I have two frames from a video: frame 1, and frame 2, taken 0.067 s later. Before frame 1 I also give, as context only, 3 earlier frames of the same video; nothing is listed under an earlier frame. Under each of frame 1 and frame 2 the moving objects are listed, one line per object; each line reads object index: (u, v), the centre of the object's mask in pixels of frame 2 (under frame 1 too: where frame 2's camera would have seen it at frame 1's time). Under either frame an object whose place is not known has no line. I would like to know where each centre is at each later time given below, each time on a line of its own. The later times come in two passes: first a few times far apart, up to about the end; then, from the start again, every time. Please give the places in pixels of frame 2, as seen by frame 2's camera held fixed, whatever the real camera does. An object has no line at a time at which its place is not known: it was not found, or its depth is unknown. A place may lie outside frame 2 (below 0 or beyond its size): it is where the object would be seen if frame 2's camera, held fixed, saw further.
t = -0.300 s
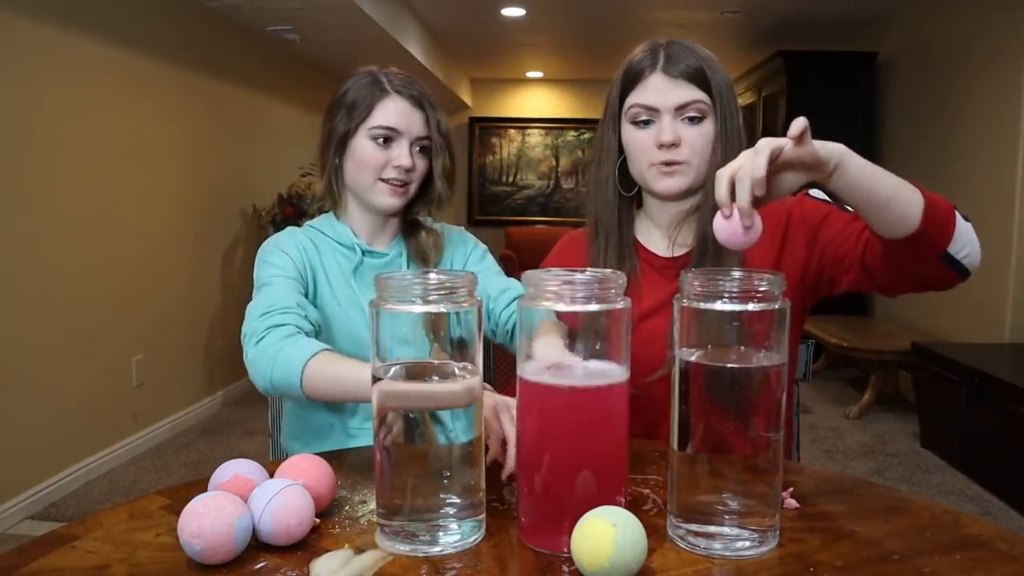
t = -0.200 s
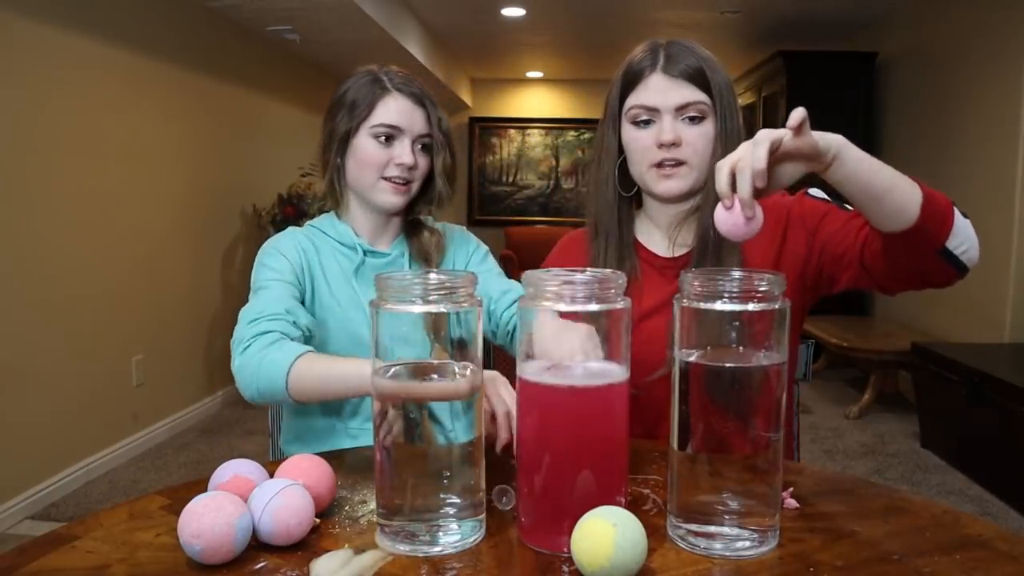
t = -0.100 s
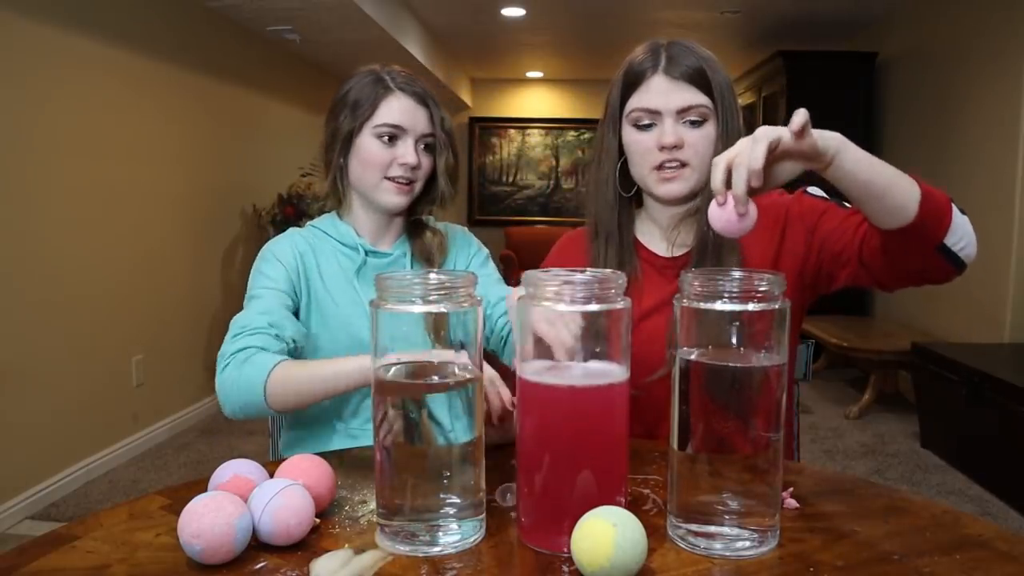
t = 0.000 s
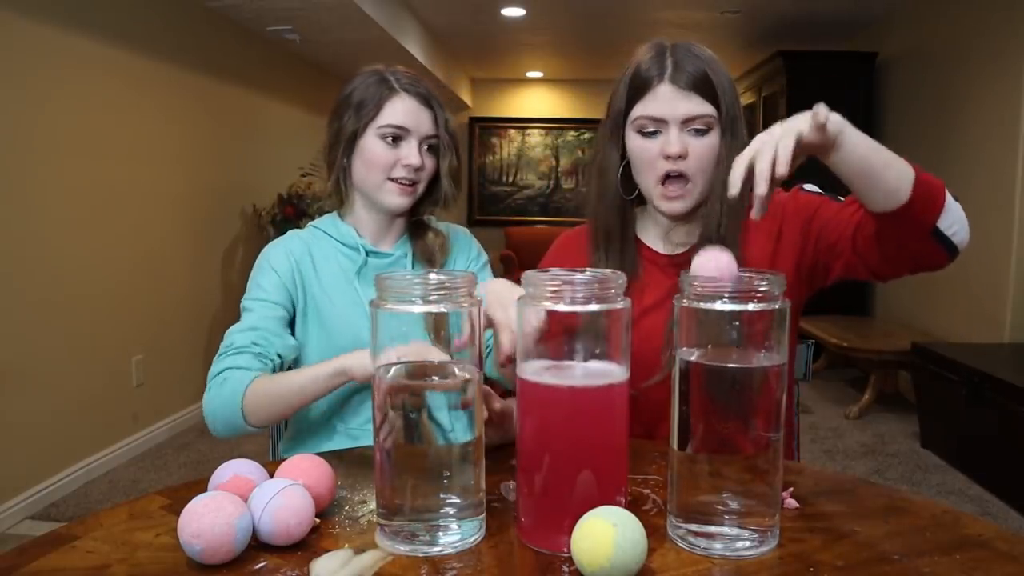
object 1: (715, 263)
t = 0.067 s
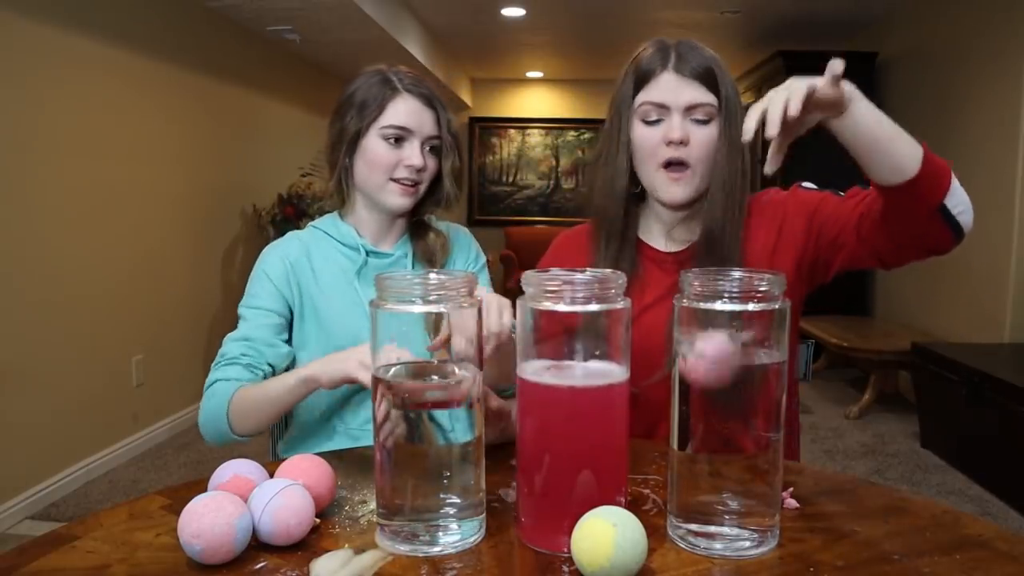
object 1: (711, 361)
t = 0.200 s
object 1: (700, 487)
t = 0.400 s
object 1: (688, 503)
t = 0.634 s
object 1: (689, 504)
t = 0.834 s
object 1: (688, 504)
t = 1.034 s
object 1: (688, 504)
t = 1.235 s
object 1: (688, 504)
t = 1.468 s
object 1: (688, 504)
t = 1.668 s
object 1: (688, 503)
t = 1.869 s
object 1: (688, 503)
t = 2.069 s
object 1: (689, 503)
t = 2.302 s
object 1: (689, 502)
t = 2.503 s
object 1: (689, 503)
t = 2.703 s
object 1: (689, 503)
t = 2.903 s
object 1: (689, 504)
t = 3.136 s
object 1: (689, 504)
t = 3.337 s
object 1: (689, 504)
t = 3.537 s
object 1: (689, 505)
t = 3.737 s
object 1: (689, 504)
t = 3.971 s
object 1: (689, 504)
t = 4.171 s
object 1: (689, 504)
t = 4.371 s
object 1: (689, 504)
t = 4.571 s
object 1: (689, 504)
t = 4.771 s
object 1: (689, 504)
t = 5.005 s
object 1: (689, 504)
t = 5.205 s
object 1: (689, 504)
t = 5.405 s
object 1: (689, 504)
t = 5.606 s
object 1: (689, 504)
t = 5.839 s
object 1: (689, 504)
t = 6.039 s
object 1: (690, 504)
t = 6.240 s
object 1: (689, 504)
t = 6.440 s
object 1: (689, 504)
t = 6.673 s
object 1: (689, 505)
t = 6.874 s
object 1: (688, 504)
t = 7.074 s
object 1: (688, 505)
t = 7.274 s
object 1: (689, 505)
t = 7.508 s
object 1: (689, 505)
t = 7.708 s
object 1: (689, 504)
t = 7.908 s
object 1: (689, 504)
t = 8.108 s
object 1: (690, 502)
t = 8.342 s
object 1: (689, 503)
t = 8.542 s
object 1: (689, 505)
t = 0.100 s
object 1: (708, 401)
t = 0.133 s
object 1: (708, 433)
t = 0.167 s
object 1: (704, 461)
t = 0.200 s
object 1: (700, 487)
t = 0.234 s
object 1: (698, 502)
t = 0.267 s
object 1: (699, 505)
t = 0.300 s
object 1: (693, 505)
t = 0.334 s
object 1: (690, 503)
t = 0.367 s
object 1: (688, 501)
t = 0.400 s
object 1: (688, 503)
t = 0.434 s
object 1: (688, 502)
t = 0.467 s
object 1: (688, 503)
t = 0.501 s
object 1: (689, 504)
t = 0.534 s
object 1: (688, 504)
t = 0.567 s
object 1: (688, 504)
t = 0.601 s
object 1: (689, 504)
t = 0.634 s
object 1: (689, 504)
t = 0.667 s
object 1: (689, 504)
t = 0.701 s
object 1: (689, 504)
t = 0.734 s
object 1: (689, 504)
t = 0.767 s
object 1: (689, 504)
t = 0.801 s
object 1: (688, 504)
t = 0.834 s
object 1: (688, 504)
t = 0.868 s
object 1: (688, 504)
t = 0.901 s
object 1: (688, 504)
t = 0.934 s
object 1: (688, 504)
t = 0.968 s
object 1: (688, 504)
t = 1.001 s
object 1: (688, 504)
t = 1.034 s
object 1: (688, 504)
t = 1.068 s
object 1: (688, 504)
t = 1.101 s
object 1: (688, 504)
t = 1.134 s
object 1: (688, 504)
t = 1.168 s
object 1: (688, 504)
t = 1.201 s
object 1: (688, 504)
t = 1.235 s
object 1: (688, 504)
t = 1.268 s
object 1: (688, 504)
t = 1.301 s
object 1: (688, 503)
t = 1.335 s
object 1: (688, 503)
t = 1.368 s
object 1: (688, 504)
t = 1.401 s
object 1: (688, 504)
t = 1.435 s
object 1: (688, 503)
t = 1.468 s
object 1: (688, 504)
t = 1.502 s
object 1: (688, 504)
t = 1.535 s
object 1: (688, 504)
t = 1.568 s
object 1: (688, 504)
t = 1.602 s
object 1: (688, 503)
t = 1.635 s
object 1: (688, 504)
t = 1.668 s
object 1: (688, 503)
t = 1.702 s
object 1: (688, 503)
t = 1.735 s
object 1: (688, 503)
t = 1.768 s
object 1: (688, 503)
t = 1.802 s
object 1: (688, 503)
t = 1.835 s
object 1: (688, 503)
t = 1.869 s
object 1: (688, 503)
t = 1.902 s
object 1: (688, 503)
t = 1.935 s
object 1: (688, 503)
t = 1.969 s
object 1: (689, 503)
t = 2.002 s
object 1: (689, 503)
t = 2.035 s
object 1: (689, 503)
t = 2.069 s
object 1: (689, 503)
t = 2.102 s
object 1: (689, 503)
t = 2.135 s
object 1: (689, 503)
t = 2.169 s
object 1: (689, 503)
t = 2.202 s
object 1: (689, 502)
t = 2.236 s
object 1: (689, 503)
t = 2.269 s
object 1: (689, 502)
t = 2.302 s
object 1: (689, 502)
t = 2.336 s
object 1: (689, 503)
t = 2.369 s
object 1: (689, 503)
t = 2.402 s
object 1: (689, 502)
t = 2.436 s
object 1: (689, 502)
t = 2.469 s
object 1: (689, 502)
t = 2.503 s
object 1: (689, 503)
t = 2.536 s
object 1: (689, 503)
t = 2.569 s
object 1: (689, 503)
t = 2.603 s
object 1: (689, 503)
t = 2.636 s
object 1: (689, 503)
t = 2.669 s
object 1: (689, 503)
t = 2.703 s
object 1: (689, 503)
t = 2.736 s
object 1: (689, 503)
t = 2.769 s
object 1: (689, 503)
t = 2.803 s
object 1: (689, 503)
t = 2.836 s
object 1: (689, 503)
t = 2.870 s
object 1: (689, 503)
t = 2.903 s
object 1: (689, 504)
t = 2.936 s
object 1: (689, 504)
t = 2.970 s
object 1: (689, 504)
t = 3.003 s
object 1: (689, 504)
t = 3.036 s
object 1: (689, 504)
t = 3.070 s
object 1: (689, 504)
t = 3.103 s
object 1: (689, 504)
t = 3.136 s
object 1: (689, 504)
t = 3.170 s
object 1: (689, 505)
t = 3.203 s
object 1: (689, 504)
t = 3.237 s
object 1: (689, 504)
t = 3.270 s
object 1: (689, 504)
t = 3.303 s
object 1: (689, 504)
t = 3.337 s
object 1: (689, 504)
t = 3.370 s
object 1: (689, 504)
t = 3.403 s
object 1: (689, 504)
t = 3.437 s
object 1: (689, 504)
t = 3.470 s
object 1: (689, 504)
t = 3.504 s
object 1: (689, 505)
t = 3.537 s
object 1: (689, 505)
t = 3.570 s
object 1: (689, 505)
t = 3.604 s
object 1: (689, 505)
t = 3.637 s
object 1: (689, 504)
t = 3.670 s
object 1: (689, 504)
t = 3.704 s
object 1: (689, 504)
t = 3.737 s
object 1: (689, 504)
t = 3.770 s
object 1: (689, 504)
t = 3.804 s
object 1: (689, 504)
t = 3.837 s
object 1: (689, 504)
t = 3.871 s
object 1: (689, 504)
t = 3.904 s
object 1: (689, 504)
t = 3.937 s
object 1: (689, 504)
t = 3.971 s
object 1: (689, 504)
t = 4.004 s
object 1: (689, 504)
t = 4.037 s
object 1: (689, 504)
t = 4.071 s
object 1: (689, 504)
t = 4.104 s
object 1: (689, 504)
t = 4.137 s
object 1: (689, 504)
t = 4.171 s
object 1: (689, 504)
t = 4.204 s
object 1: (689, 504)
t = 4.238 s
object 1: (689, 504)
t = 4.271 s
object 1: (689, 504)
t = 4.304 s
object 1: (689, 505)
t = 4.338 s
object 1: (689, 504)
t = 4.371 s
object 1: (689, 504)
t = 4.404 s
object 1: (689, 504)
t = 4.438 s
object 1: (689, 504)
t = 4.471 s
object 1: (689, 505)
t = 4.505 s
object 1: (689, 505)
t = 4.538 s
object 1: (689, 504)
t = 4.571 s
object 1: (689, 504)
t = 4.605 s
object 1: (689, 504)
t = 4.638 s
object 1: (689, 504)
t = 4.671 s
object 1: (689, 504)
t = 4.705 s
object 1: (689, 504)
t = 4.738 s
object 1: (689, 504)
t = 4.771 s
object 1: (689, 504)
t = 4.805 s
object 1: (689, 504)
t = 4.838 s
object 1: (689, 504)
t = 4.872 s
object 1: (689, 504)
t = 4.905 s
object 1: (689, 504)
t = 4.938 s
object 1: (689, 504)
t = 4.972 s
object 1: (689, 504)
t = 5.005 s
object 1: (689, 504)
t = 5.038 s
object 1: (689, 504)
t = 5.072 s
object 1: (689, 504)
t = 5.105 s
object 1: (689, 504)
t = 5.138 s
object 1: (689, 504)
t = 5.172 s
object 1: (689, 504)
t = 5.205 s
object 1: (689, 504)
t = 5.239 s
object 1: (689, 504)
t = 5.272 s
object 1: (689, 504)
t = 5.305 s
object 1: (689, 504)
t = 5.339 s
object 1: (689, 504)
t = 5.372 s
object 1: (689, 504)
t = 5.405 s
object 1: (689, 504)
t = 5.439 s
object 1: (689, 504)
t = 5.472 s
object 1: (689, 504)
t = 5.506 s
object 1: (689, 504)
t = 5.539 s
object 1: (689, 504)
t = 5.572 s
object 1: (689, 504)
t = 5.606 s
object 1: (689, 504)
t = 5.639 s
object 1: (689, 504)
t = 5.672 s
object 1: (689, 504)
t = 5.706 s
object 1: (689, 504)
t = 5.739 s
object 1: (689, 504)
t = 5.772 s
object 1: (689, 504)
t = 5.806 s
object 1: (689, 504)
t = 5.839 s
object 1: (689, 504)
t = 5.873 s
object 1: (690, 504)
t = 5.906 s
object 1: (690, 503)
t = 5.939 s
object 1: (689, 504)
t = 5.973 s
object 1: (690, 504)
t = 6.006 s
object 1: (690, 504)
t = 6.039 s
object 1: (690, 504)
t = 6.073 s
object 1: (690, 504)
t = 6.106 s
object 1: (690, 504)
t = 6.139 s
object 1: (689, 504)
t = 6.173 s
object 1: (689, 504)
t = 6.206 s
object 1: (689, 504)
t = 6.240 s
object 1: (689, 504)
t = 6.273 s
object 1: (689, 504)
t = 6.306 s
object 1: (689, 504)
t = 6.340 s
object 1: (689, 504)
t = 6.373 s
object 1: (689, 504)
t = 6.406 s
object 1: (689, 504)
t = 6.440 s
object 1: (689, 504)
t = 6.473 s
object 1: (689, 504)
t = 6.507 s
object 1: (689, 504)
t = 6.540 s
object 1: (689, 504)
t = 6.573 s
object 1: (689, 504)
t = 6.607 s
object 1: (689, 504)
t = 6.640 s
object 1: (689, 504)
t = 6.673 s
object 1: (689, 505)
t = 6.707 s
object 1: (689, 505)
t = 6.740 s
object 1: (689, 505)
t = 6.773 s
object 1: (689, 505)
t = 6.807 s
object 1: (689, 504)
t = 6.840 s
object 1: (688, 504)
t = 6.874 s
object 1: (688, 504)
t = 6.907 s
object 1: (689, 504)
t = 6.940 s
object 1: (689, 504)
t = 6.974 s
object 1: (688, 504)
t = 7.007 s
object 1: (688, 505)
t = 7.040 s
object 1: (688, 505)
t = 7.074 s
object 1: (688, 505)
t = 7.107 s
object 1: (688, 505)
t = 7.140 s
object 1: (688, 506)
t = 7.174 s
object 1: (688, 505)
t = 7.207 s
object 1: (688, 505)
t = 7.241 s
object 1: (689, 505)
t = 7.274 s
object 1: (689, 505)
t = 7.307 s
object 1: (689, 505)
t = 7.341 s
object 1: (689, 505)
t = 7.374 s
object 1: (689, 505)
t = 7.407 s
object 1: (689, 506)
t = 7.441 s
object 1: (689, 506)
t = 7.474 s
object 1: (689, 505)
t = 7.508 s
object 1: (689, 505)
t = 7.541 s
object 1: (689, 505)
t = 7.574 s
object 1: (689, 505)
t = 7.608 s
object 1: (689, 505)
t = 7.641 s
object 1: (689, 504)
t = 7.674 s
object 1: (689, 504)
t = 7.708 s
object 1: (689, 504)
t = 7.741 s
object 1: (689, 503)
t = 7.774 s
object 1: (689, 503)
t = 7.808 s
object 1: (689, 504)
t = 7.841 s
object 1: (689, 504)
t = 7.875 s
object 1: (689, 504)
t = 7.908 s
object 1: (689, 504)
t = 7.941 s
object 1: (689, 504)
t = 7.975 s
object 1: (689, 504)
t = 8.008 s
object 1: (690, 503)
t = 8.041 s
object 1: (690, 503)
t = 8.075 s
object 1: (690, 502)
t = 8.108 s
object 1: (690, 502)
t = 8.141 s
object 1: (690, 502)
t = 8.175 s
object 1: (690, 502)
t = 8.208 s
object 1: (689, 503)
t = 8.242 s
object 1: (689, 503)
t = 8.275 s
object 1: (689, 503)
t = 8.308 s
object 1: (689, 503)
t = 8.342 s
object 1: (689, 503)
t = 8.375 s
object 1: (689, 504)
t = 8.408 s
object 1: (689, 503)
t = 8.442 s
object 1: (690, 503)
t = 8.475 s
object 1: (689, 505)
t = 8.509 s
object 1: (689, 505)
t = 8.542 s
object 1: (689, 505)
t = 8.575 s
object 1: (689, 504)
